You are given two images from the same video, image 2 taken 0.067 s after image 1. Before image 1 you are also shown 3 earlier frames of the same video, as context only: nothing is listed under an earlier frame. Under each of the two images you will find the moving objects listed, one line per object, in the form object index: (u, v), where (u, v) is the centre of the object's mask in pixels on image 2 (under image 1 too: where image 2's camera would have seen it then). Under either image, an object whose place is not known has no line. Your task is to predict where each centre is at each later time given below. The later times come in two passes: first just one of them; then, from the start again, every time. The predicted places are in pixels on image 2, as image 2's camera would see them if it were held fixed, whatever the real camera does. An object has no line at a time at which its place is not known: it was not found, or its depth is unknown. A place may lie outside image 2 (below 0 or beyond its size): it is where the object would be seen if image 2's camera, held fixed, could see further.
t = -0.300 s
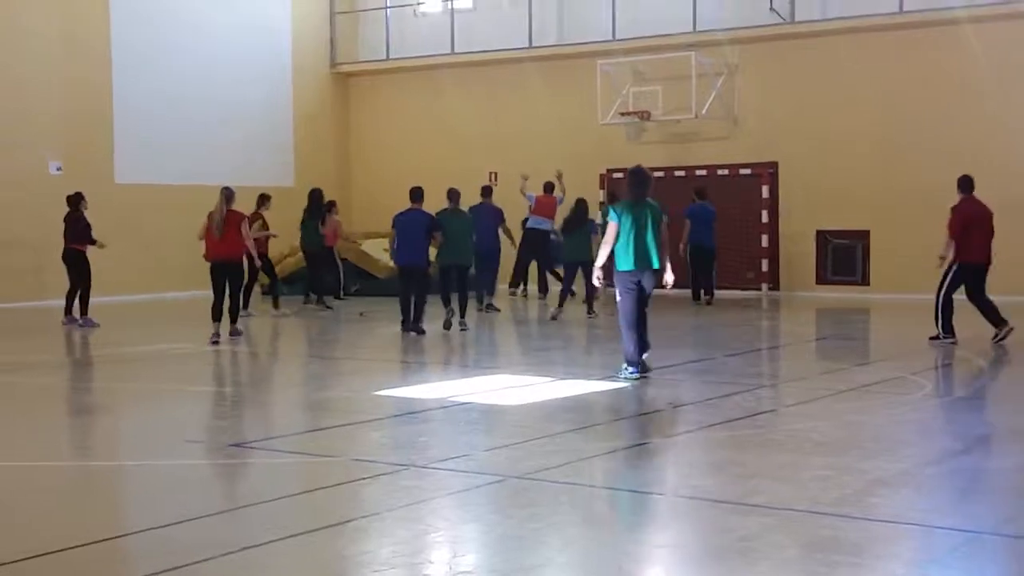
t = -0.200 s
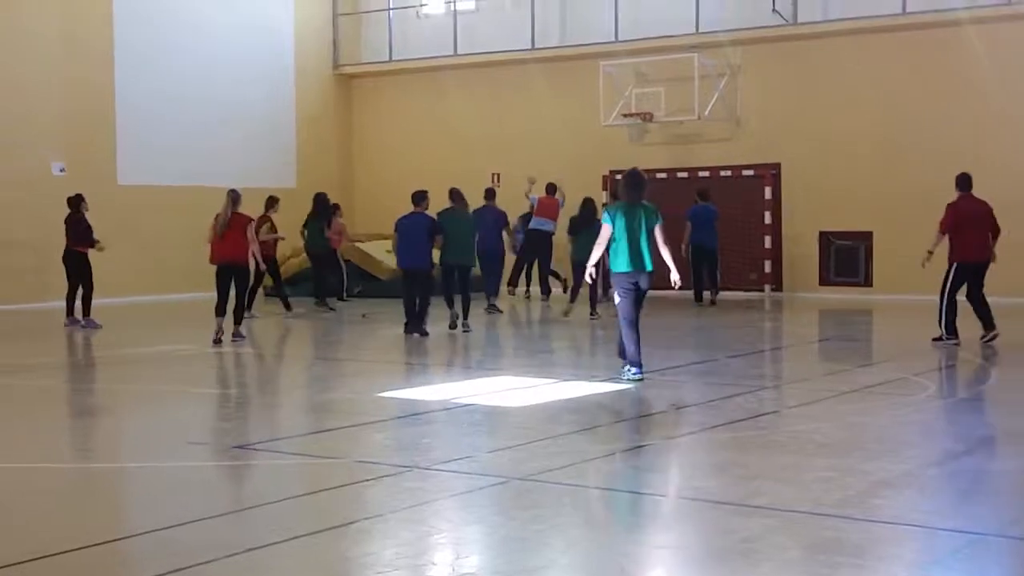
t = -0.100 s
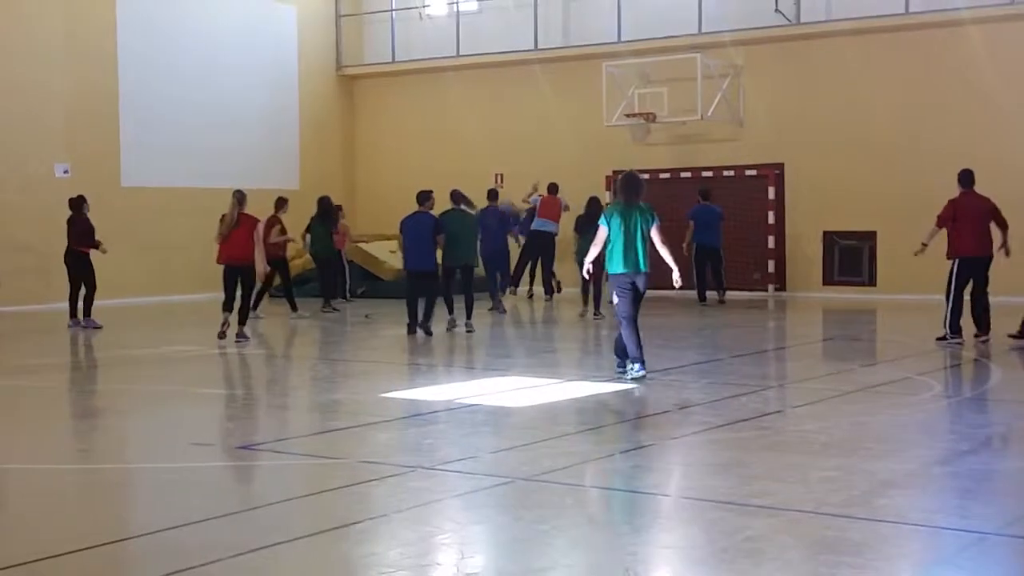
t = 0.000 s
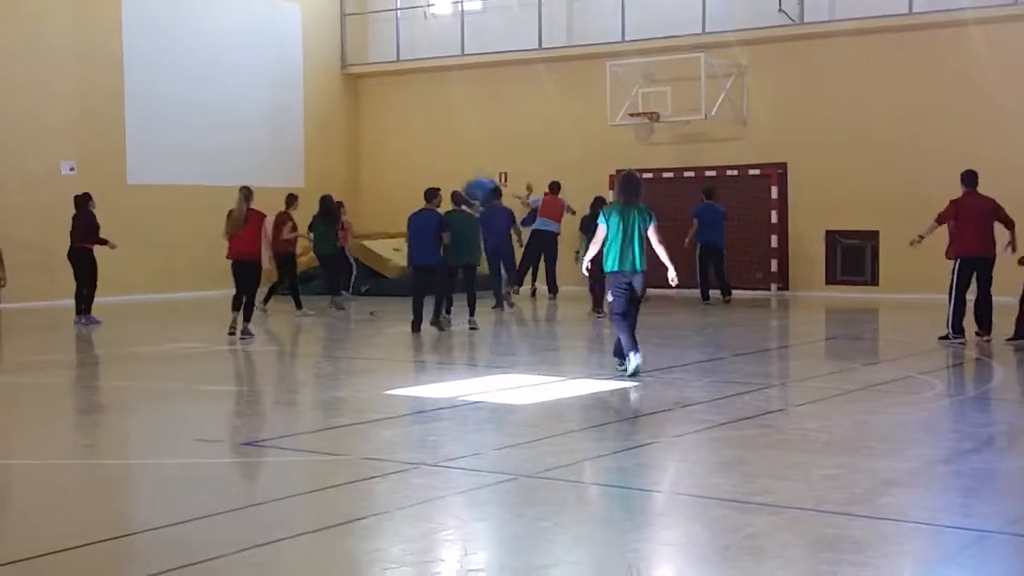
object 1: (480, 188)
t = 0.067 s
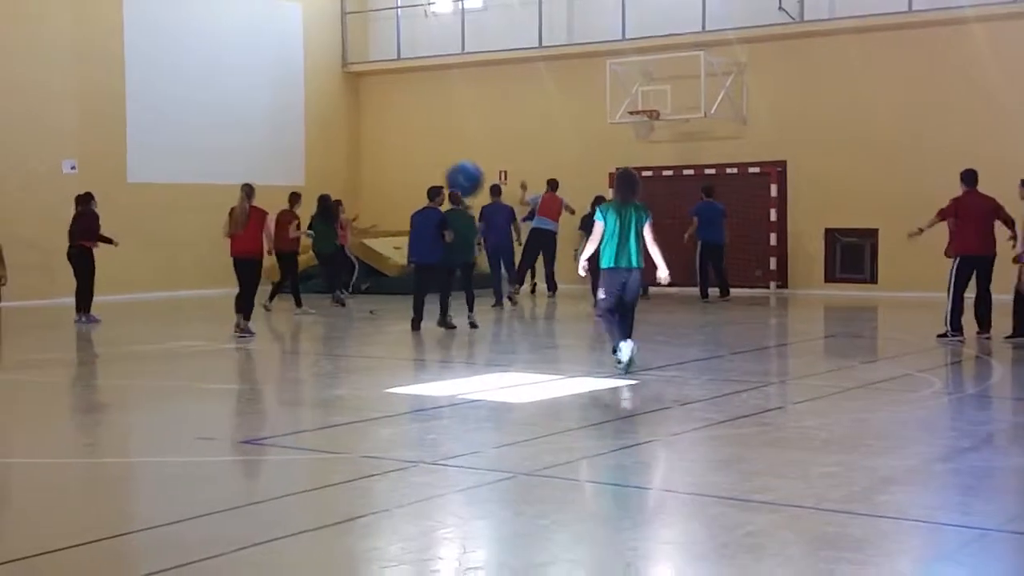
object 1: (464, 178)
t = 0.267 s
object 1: (412, 154)
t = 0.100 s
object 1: (456, 173)
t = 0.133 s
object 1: (447, 169)
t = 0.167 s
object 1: (438, 165)
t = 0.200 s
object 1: (429, 161)
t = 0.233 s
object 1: (421, 157)
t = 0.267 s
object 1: (412, 154)
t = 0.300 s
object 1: (404, 152)
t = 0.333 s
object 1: (395, 150)
